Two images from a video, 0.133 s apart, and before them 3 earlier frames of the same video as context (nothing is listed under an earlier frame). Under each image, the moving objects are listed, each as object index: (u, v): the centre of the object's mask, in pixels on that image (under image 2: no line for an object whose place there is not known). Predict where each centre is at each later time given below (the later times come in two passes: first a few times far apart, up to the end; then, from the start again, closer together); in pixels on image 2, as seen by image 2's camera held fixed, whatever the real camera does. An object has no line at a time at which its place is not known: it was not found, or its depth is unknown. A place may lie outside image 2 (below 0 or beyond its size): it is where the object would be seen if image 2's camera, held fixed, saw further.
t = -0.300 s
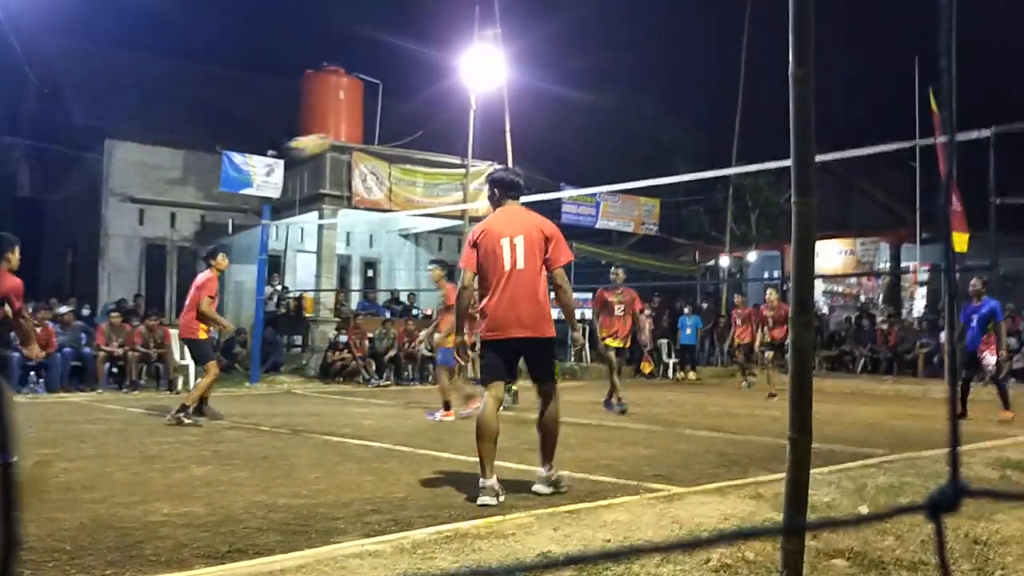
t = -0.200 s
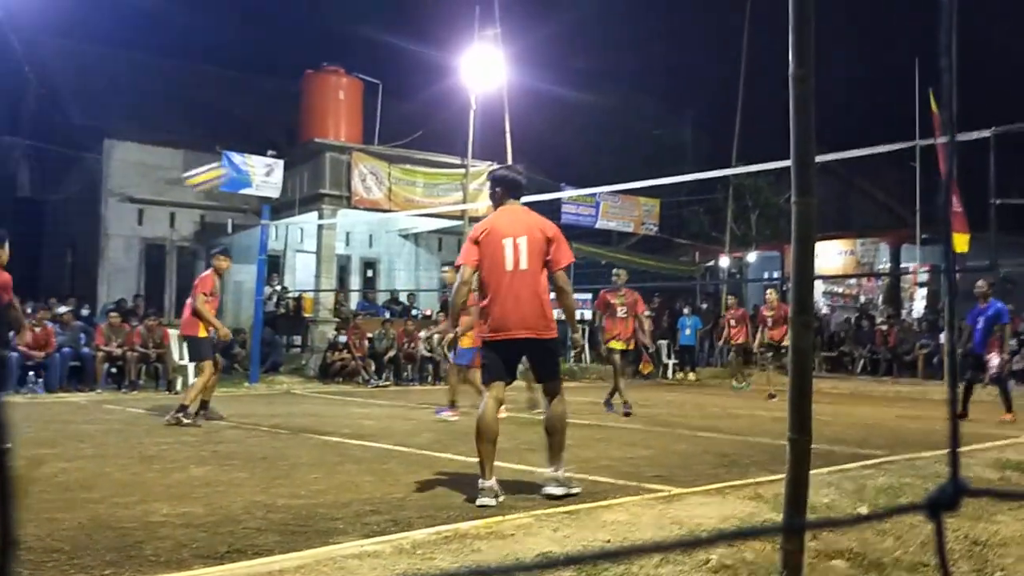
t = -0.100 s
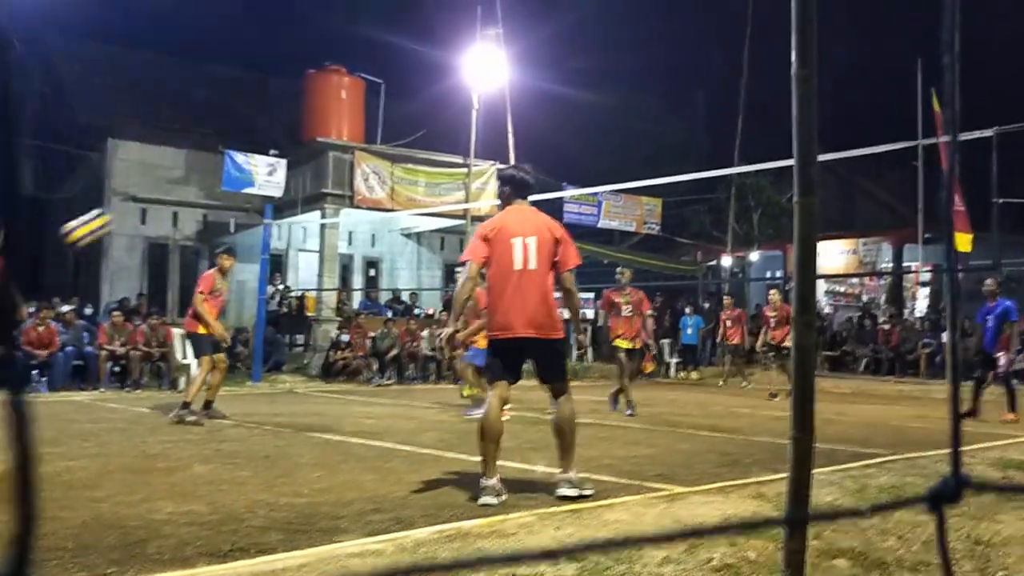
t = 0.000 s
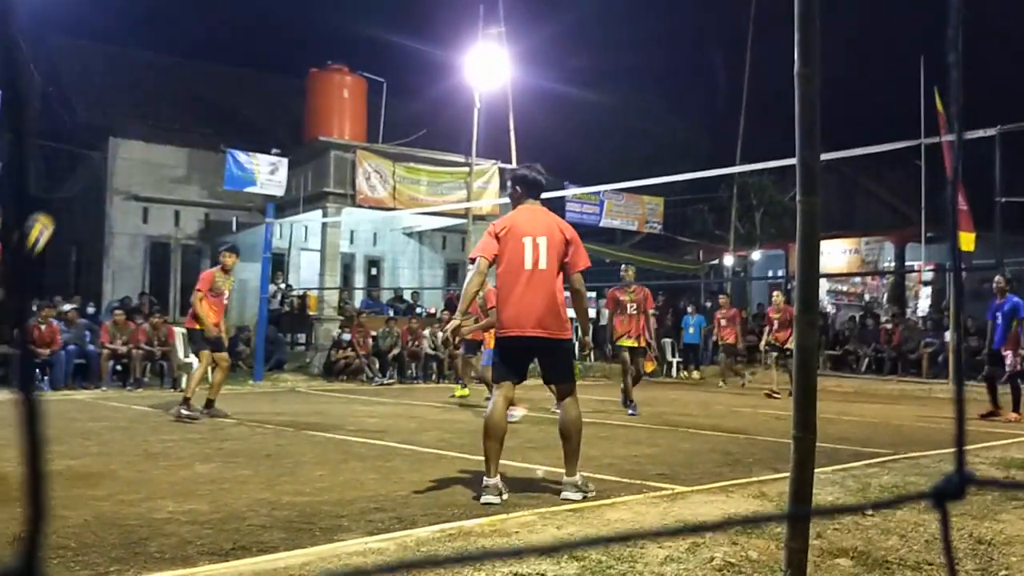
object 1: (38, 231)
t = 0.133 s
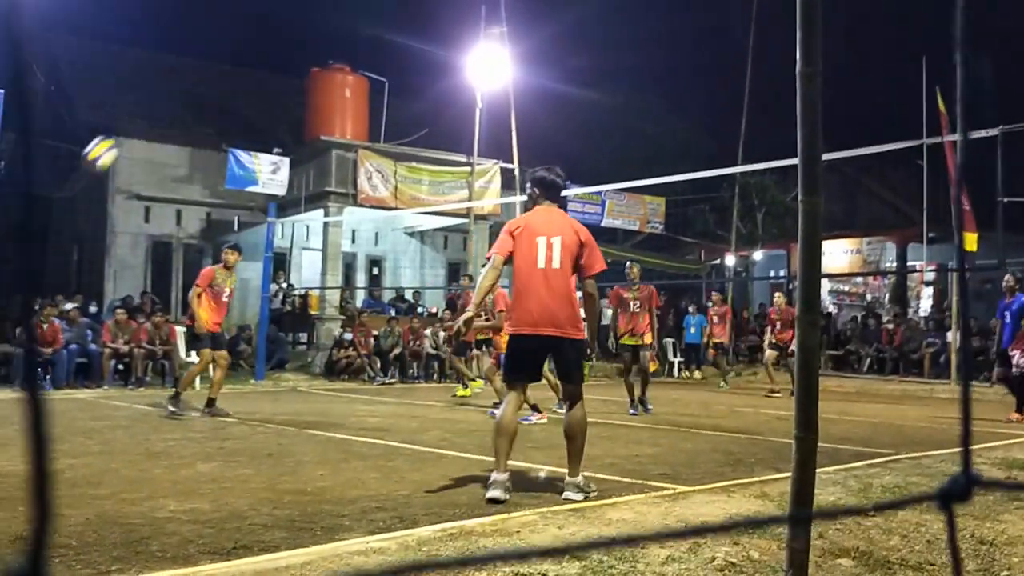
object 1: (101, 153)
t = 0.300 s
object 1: (170, 97)
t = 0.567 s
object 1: (259, 78)
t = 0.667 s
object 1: (288, 90)
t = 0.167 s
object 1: (115, 138)
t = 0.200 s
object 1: (129, 126)
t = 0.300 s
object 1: (170, 97)
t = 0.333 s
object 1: (181, 90)
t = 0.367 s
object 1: (194, 85)
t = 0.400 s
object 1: (205, 81)
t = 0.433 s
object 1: (217, 78)
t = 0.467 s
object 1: (228, 76)
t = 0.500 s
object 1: (238, 75)
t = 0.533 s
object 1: (249, 76)
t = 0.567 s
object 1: (259, 78)
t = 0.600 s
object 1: (268, 81)
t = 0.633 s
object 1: (279, 85)
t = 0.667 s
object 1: (288, 90)
